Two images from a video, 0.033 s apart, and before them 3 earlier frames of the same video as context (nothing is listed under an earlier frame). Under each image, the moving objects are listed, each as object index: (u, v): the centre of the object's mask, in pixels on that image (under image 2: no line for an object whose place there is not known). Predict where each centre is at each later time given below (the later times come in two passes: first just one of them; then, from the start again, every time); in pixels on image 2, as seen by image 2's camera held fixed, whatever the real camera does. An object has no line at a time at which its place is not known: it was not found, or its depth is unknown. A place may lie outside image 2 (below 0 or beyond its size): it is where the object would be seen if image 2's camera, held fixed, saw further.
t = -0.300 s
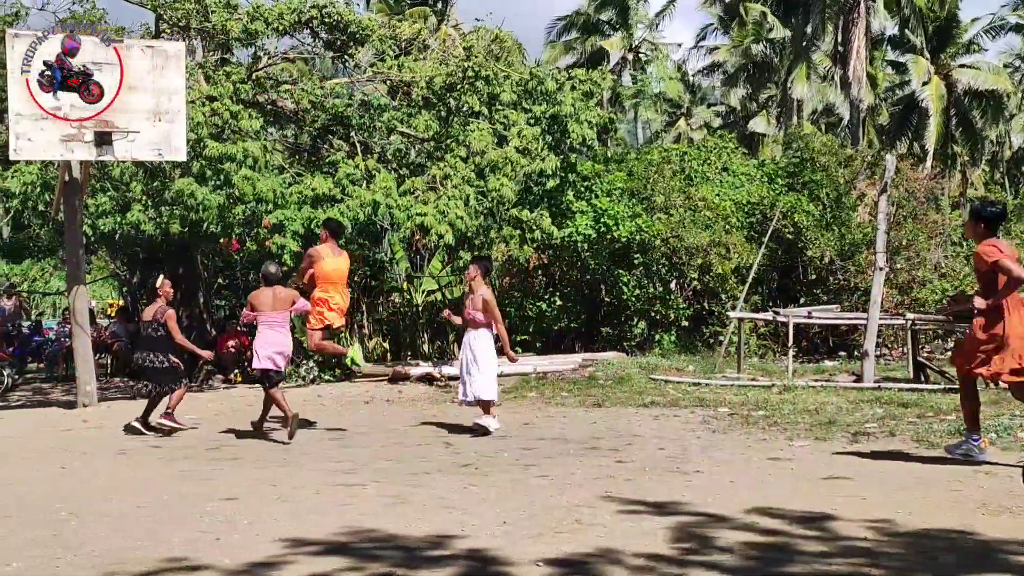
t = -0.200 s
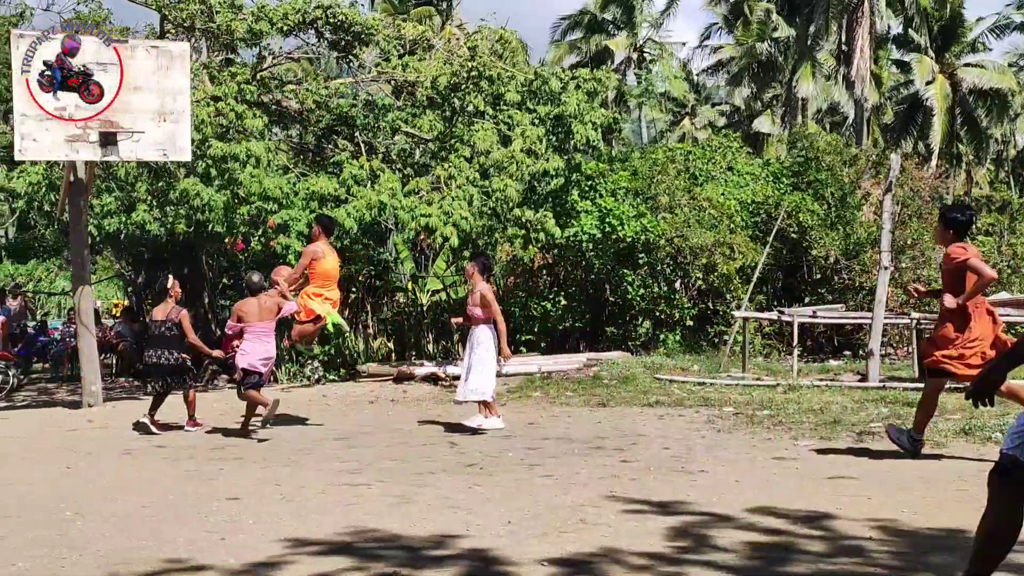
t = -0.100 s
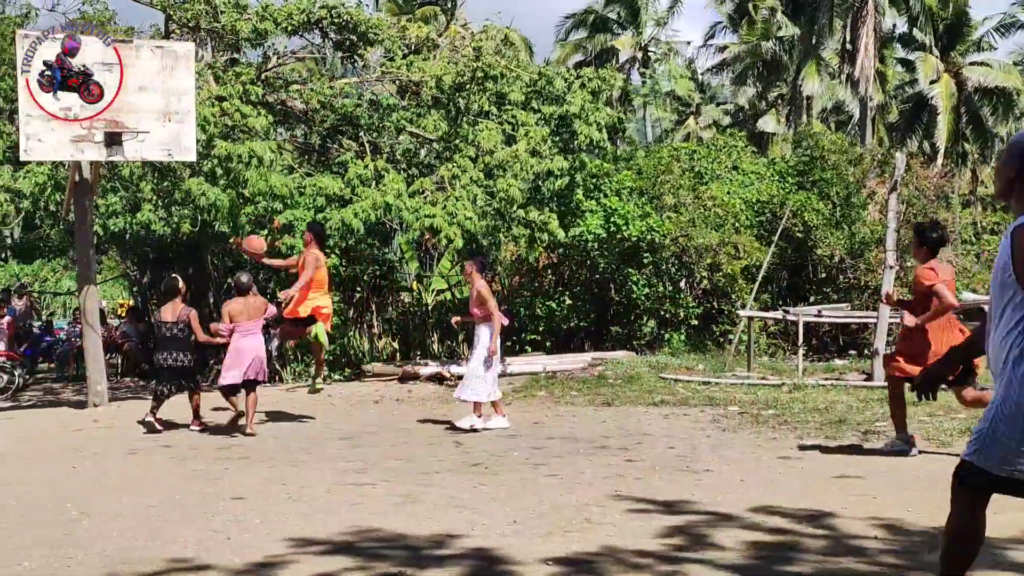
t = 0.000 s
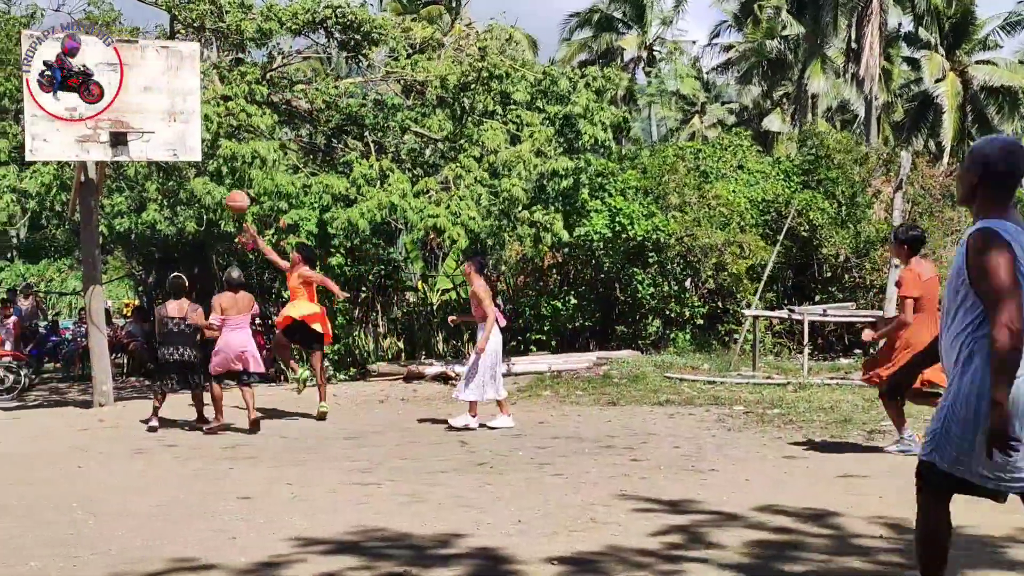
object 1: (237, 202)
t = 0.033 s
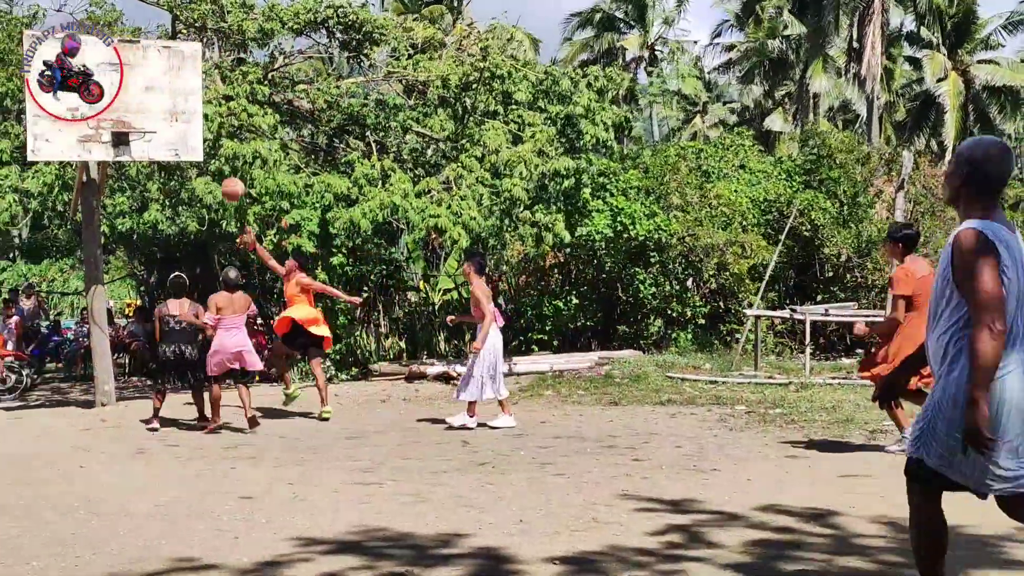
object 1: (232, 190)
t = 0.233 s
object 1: (194, 134)
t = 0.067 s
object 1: (226, 178)
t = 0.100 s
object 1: (220, 167)
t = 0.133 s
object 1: (213, 158)
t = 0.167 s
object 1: (206, 148)
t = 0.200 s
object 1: (199, 141)
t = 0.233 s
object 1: (194, 134)
